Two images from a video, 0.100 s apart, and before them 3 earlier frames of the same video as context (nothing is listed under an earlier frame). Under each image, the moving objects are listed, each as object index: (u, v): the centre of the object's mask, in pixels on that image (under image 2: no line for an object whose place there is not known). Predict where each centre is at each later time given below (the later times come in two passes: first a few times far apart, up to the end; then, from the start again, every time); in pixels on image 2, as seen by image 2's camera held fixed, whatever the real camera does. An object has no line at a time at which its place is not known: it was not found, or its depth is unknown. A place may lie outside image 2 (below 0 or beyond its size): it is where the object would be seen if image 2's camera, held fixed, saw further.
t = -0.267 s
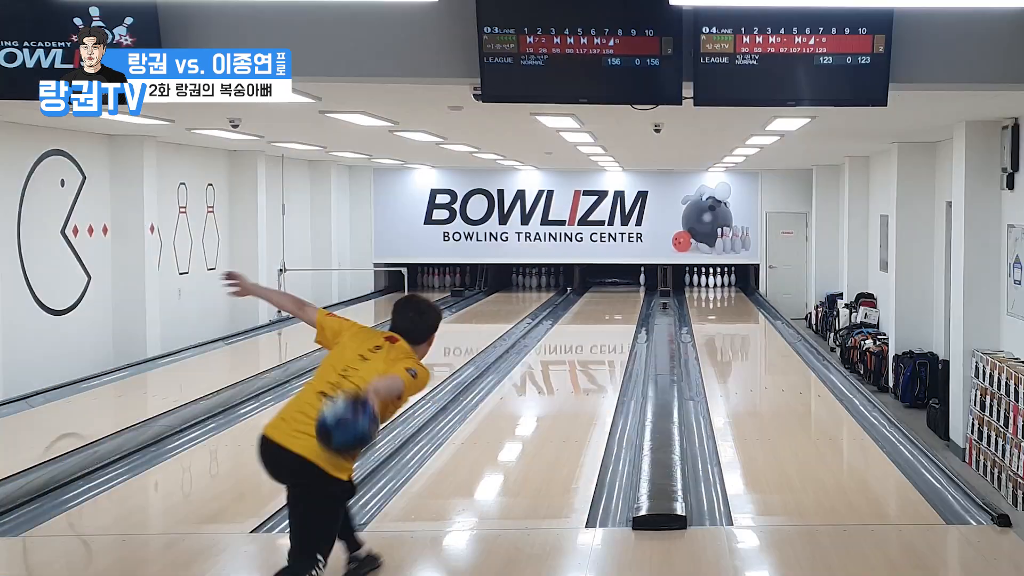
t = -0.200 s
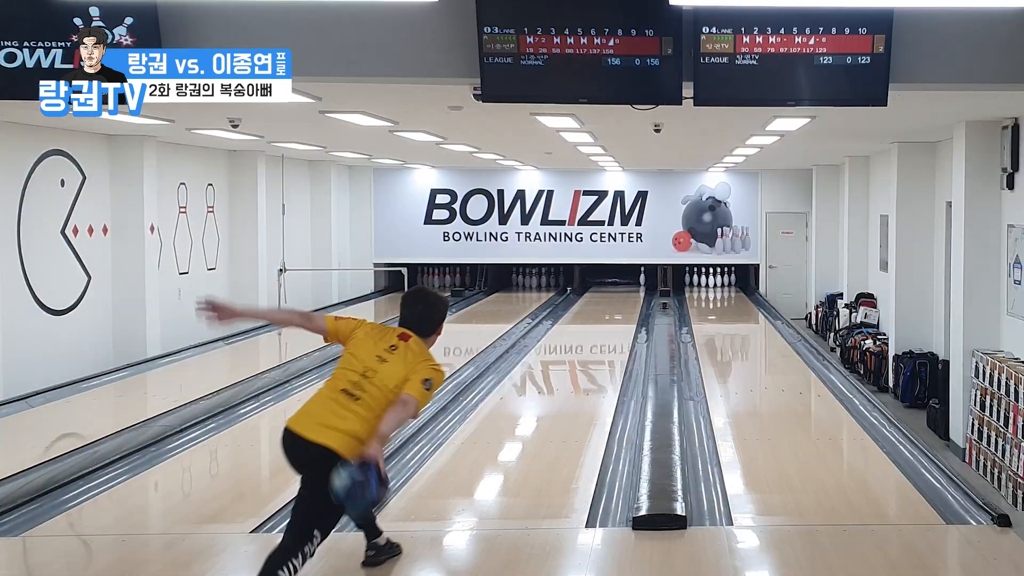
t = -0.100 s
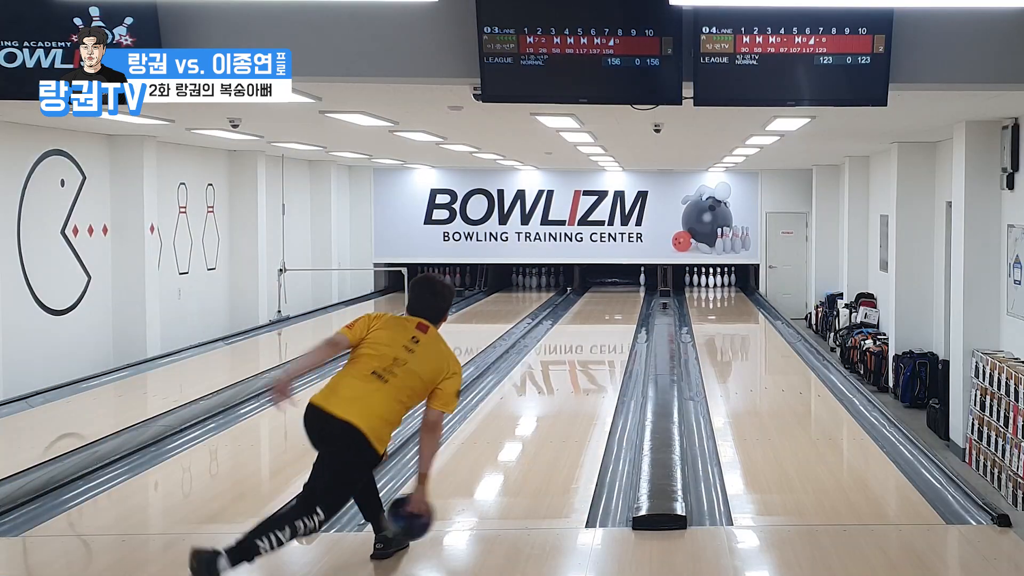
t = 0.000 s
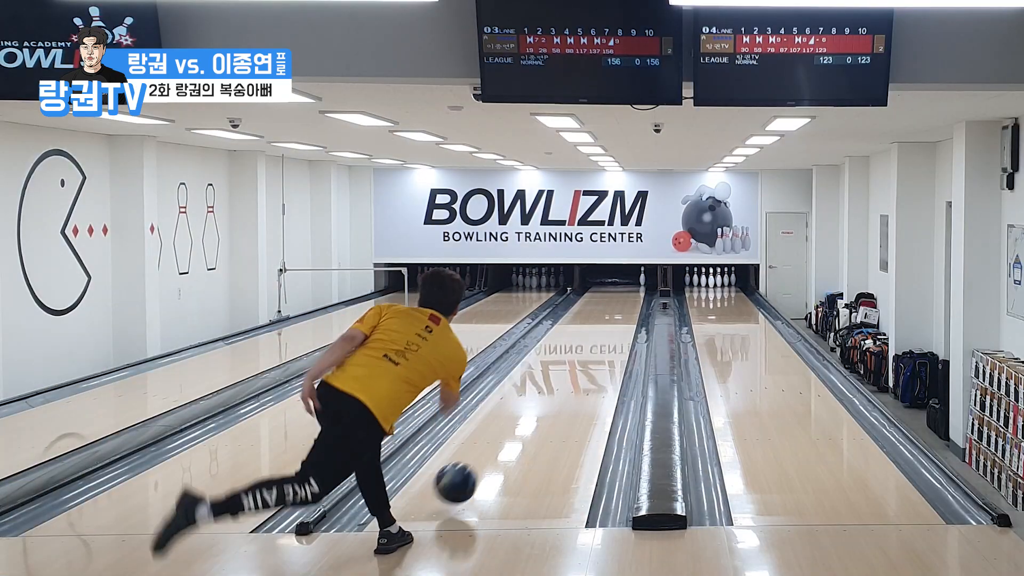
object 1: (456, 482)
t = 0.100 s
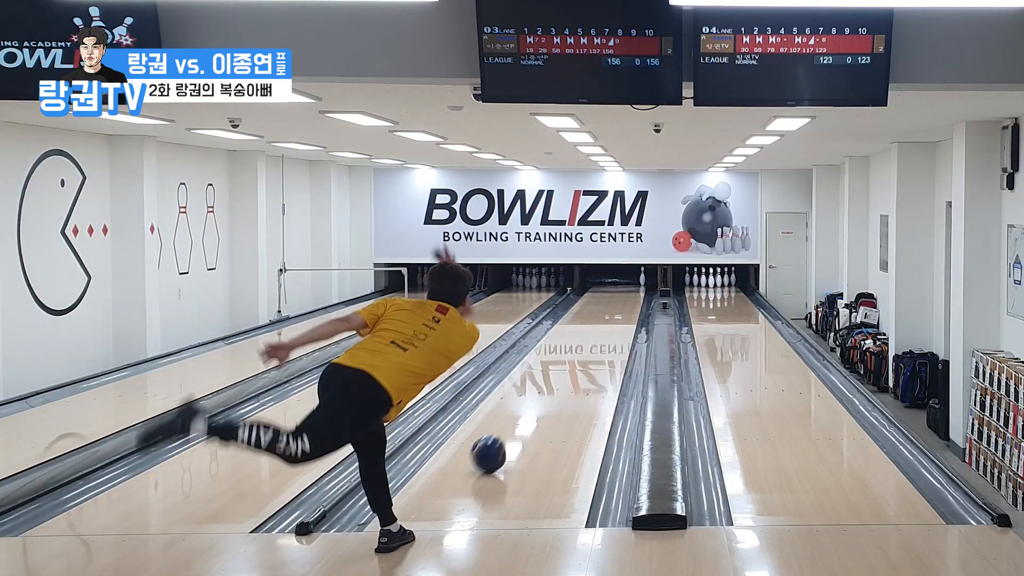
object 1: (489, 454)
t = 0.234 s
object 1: (522, 418)
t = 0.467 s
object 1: (561, 376)
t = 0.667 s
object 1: (584, 351)
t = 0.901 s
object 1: (601, 331)
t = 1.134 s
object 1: (615, 316)
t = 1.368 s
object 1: (626, 304)
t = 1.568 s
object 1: (632, 295)
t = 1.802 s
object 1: (638, 287)
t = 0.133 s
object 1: (498, 444)
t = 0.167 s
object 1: (506, 435)
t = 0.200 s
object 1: (514, 426)
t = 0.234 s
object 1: (522, 418)
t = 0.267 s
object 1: (528, 411)
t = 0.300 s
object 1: (535, 404)
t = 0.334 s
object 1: (541, 398)
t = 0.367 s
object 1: (547, 392)
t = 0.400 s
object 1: (552, 386)
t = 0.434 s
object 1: (556, 381)
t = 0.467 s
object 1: (561, 376)
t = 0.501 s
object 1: (566, 371)
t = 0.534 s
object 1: (570, 366)
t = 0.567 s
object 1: (573, 362)
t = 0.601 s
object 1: (577, 359)
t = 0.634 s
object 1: (580, 355)
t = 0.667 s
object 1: (584, 351)
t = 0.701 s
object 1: (586, 348)
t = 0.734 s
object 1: (590, 344)
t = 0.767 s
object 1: (593, 341)
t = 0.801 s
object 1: (595, 338)
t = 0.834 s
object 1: (597, 337)
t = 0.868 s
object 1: (599, 334)
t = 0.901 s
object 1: (601, 331)
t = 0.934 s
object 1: (604, 329)
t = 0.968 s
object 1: (606, 326)
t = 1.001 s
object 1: (608, 324)
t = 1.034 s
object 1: (610, 322)
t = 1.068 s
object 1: (612, 320)
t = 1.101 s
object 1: (614, 318)
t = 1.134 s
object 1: (615, 316)
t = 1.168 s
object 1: (617, 314)
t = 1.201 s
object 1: (619, 312)
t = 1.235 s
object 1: (620, 310)
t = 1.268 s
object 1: (622, 308)
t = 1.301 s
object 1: (623, 307)
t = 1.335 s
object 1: (624, 305)
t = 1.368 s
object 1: (626, 304)
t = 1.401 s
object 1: (627, 302)
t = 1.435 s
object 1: (628, 301)
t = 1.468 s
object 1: (629, 299)
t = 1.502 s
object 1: (631, 298)
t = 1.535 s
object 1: (631, 297)
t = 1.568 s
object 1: (632, 295)
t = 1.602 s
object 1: (633, 294)
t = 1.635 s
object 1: (634, 293)
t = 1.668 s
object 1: (635, 291)
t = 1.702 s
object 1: (636, 290)
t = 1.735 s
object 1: (636, 290)
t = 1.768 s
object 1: (637, 288)
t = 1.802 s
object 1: (638, 287)
